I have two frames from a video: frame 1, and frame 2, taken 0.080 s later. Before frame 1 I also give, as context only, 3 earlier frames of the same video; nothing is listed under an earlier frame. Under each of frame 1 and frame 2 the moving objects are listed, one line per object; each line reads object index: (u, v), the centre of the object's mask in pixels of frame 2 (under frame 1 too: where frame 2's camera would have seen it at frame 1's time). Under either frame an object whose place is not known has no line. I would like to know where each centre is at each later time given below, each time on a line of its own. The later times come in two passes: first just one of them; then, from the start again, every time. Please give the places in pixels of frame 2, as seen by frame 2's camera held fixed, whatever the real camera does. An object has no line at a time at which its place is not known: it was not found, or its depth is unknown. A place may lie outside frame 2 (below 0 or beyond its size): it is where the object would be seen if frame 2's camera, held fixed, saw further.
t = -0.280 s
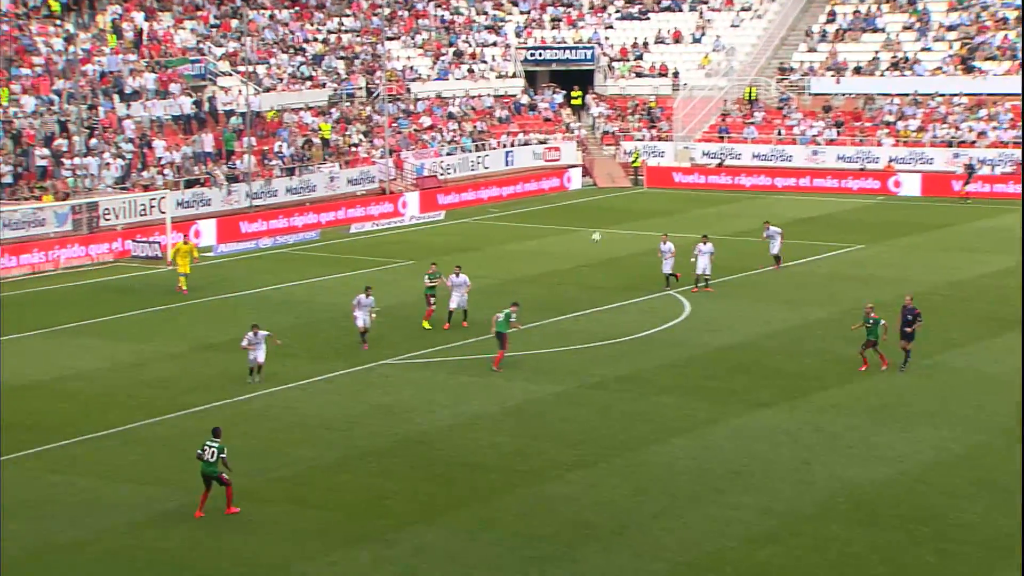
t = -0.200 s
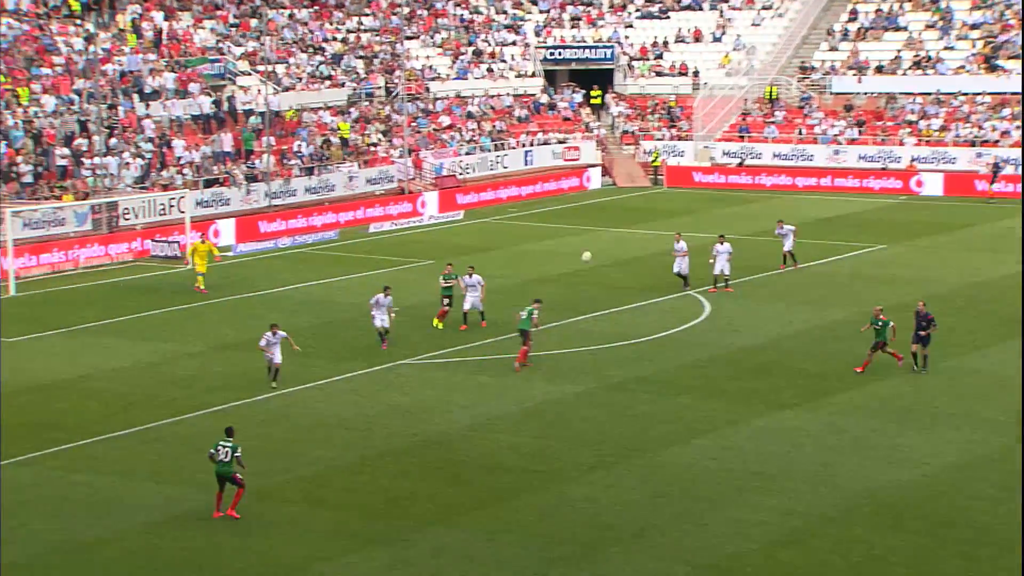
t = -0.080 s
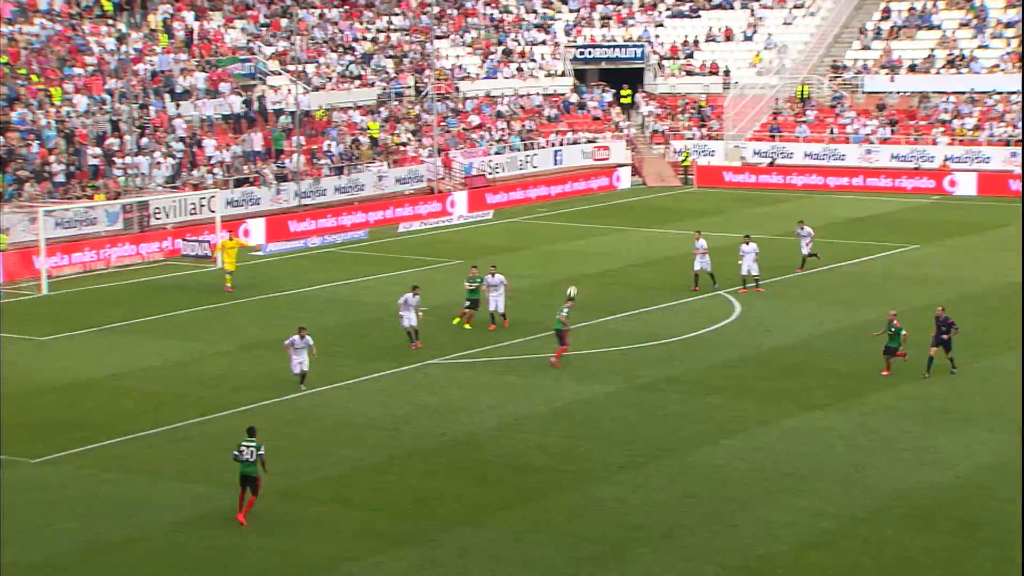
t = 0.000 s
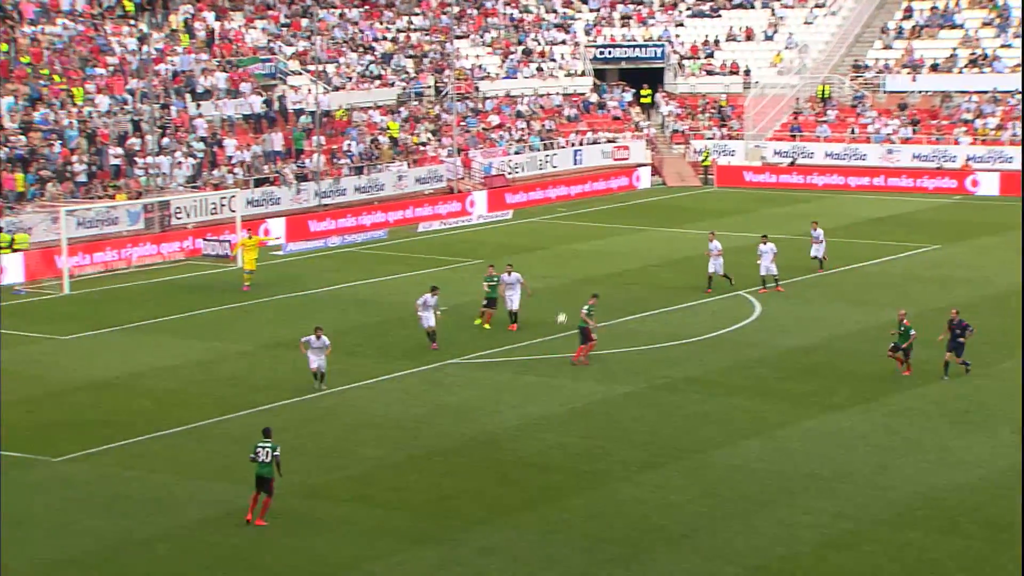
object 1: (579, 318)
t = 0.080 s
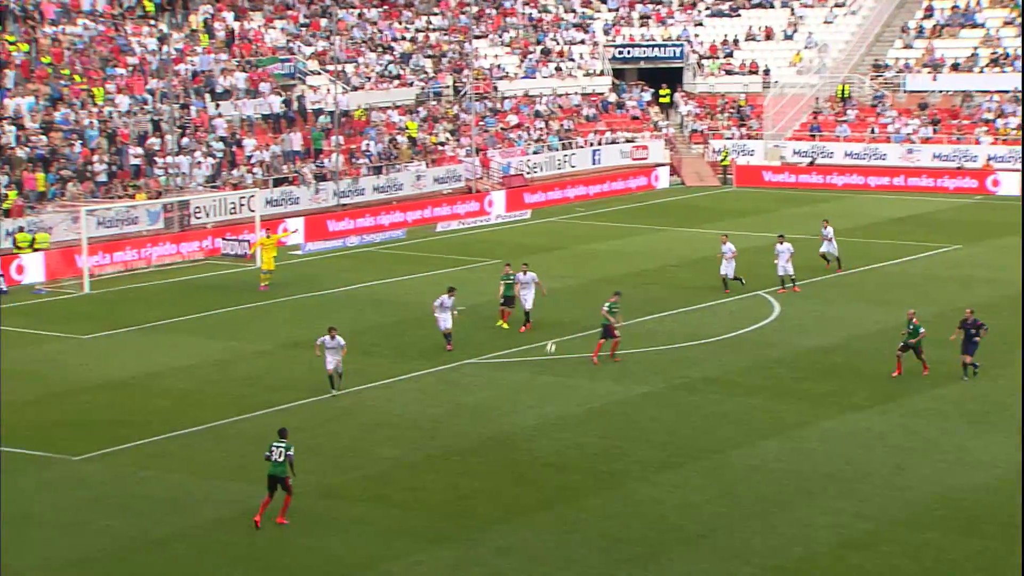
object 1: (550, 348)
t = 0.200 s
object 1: (505, 399)
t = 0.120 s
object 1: (536, 364)
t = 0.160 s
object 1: (521, 381)
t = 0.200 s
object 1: (505, 399)
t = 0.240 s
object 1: (491, 417)
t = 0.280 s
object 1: (476, 438)
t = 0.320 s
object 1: (461, 454)
